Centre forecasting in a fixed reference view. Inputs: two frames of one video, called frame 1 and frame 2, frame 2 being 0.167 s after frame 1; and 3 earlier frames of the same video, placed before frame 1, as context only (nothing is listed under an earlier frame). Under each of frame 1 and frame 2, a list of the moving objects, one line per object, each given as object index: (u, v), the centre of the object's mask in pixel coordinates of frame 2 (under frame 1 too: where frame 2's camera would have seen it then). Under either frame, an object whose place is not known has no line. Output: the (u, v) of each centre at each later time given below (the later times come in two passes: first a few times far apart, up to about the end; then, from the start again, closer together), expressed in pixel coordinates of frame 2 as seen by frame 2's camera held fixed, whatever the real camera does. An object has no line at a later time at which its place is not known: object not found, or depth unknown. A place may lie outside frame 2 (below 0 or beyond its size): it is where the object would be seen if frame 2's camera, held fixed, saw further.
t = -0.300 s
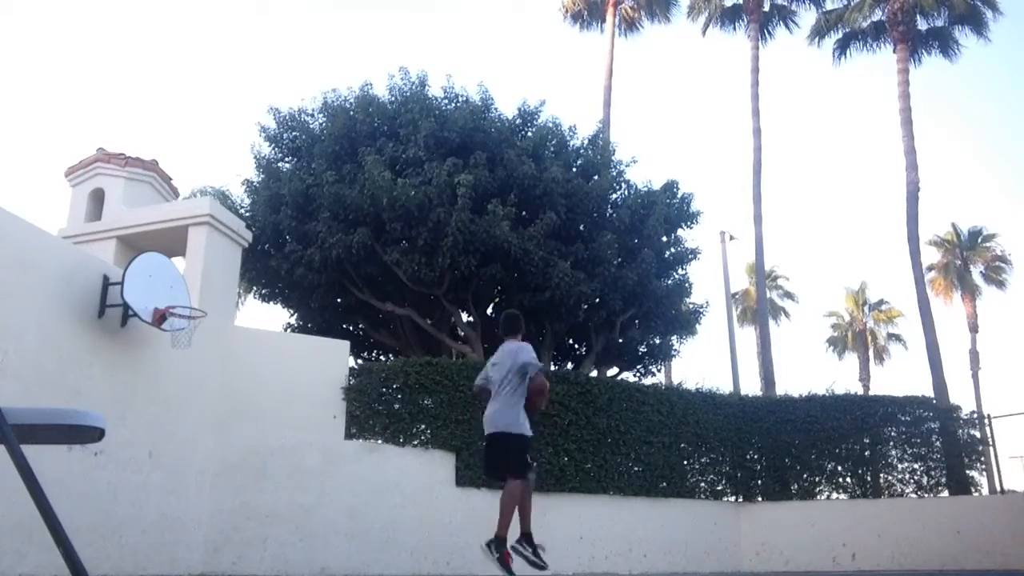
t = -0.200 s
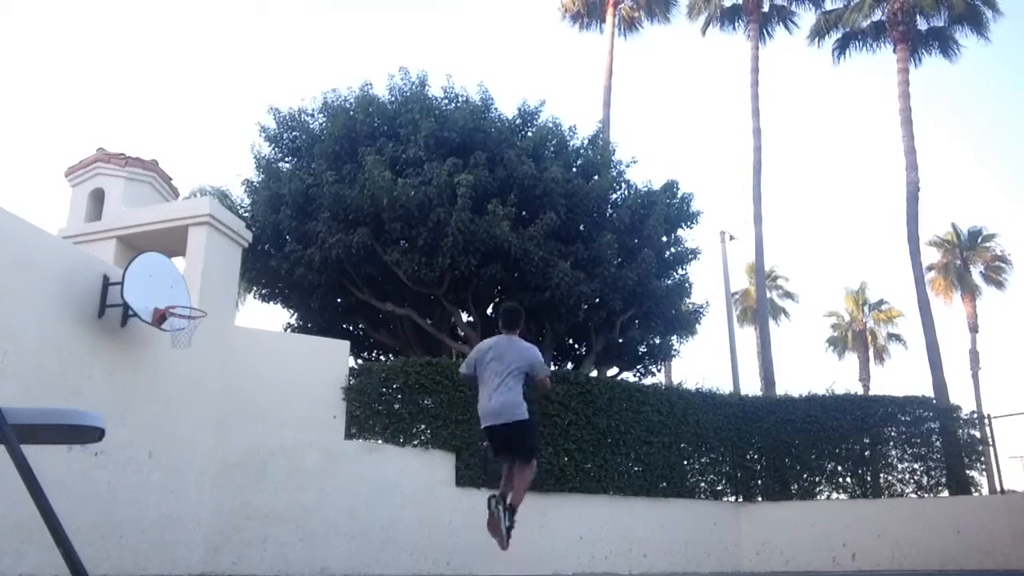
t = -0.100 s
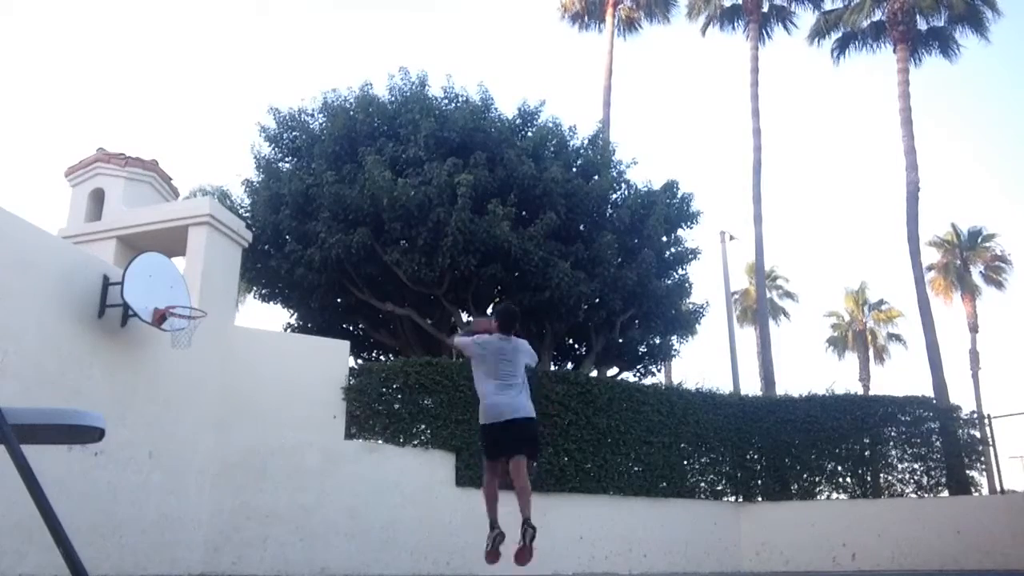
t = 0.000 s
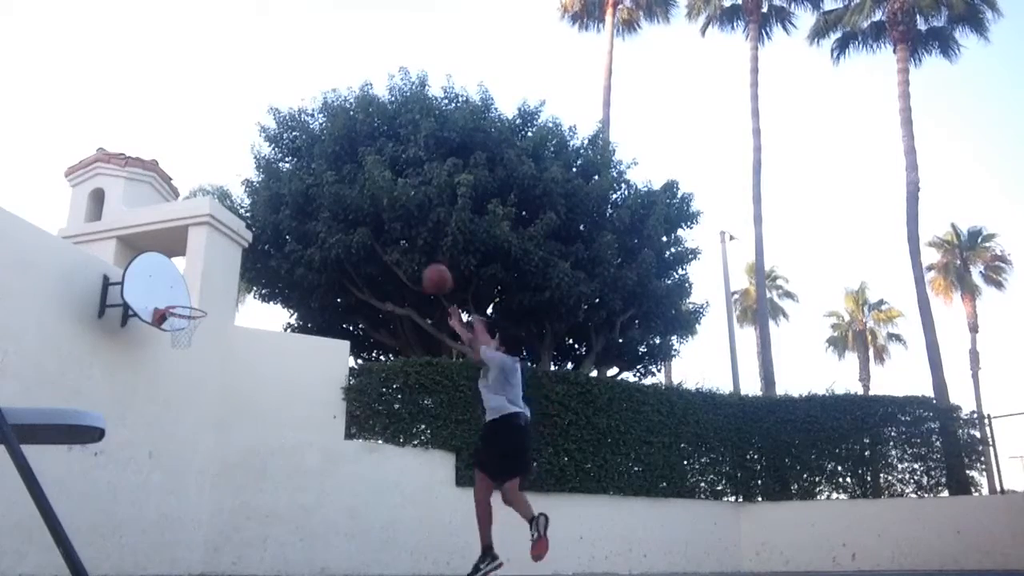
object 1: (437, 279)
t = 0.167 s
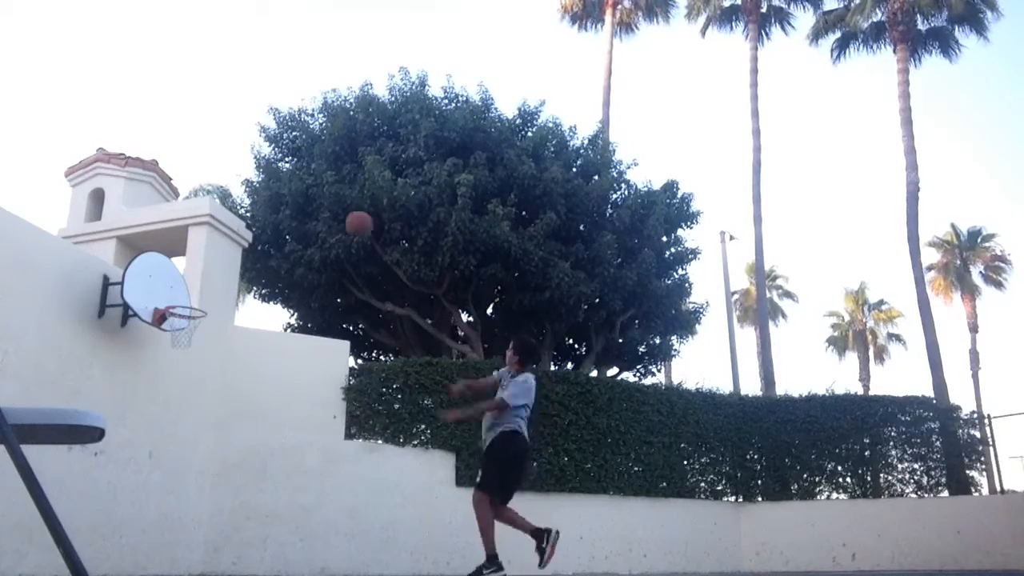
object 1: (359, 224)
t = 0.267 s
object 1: (318, 209)
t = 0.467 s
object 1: (248, 212)
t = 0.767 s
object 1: (158, 272)
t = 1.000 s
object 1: (167, 342)
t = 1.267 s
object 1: (227, 466)
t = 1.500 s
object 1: (282, 518)
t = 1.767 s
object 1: (352, 411)
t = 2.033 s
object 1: (417, 368)
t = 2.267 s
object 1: (471, 383)
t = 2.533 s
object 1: (534, 461)
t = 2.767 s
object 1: (591, 549)
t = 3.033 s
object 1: (650, 449)
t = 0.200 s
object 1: (345, 218)
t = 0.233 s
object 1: (332, 213)
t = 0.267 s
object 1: (318, 209)
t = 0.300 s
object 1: (306, 207)
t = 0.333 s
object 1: (294, 207)
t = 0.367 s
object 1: (282, 206)
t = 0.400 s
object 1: (270, 207)
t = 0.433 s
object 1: (261, 208)
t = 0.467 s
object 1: (248, 212)
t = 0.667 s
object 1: (187, 245)
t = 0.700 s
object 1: (178, 254)
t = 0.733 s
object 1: (167, 263)
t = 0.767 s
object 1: (158, 272)
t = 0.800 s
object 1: (148, 282)
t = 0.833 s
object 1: (139, 293)
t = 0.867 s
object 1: (136, 302)
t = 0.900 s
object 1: (143, 311)
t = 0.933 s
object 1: (151, 320)
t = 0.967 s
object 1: (159, 330)
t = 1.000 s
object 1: (167, 342)
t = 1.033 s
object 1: (175, 354)
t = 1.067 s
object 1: (182, 367)
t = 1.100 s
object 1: (190, 381)
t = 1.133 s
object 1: (197, 396)
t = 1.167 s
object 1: (205, 412)
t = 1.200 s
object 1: (212, 429)
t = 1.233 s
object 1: (220, 447)
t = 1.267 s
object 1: (227, 466)
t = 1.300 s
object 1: (234, 486)
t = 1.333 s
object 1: (241, 508)
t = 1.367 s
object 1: (248, 530)
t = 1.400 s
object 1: (254, 554)
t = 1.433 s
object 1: (262, 558)
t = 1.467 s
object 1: (272, 538)
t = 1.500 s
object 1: (282, 518)
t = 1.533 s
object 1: (291, 501)
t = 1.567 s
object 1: (300, 484)
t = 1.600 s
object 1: (310, 469)
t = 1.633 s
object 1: (318, 455)
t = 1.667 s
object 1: (327, 442)
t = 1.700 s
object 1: (335, 430)
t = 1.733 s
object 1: (344, 419)
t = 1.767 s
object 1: (352, 411)
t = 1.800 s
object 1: (360, 401)
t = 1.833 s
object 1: (369, 393)
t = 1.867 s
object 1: (376, 389)
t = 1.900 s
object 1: (386, 383)
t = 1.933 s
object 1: (393, 377)
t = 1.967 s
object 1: (399, 374)
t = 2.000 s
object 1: (409, 369)
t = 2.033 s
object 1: (417, 368)
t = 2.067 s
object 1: (425, 367)
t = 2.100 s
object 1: (432, 368)
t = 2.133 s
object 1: (440, 370)
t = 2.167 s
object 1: (447, 372)
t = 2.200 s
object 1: (455, 375)
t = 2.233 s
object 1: (463, 377)
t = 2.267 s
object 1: (471, 383)
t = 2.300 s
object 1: (479, 388)
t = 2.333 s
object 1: (487, 398)
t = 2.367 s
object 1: (494, 405)
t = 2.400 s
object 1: (502, 414)
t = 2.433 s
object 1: (510, 424)
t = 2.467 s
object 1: (518, 434)
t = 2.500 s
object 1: (526, 446)
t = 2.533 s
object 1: (534, 461)
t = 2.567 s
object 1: (541, 475)
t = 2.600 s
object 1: (550, 489)
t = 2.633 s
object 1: (559, 507)
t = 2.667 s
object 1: (567, 524)
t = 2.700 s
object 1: (575, 543)
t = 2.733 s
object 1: (583, 563)
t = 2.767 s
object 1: (591, 549)
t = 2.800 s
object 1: (599, 532)
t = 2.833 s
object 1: (606, 517)
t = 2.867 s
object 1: (613, 502)
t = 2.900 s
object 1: (621, 489)
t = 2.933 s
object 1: (627, 477)
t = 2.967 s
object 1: (635, 466)
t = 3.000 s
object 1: (642, 457)
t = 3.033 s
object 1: (650, 449)
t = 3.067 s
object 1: (656, 441)
